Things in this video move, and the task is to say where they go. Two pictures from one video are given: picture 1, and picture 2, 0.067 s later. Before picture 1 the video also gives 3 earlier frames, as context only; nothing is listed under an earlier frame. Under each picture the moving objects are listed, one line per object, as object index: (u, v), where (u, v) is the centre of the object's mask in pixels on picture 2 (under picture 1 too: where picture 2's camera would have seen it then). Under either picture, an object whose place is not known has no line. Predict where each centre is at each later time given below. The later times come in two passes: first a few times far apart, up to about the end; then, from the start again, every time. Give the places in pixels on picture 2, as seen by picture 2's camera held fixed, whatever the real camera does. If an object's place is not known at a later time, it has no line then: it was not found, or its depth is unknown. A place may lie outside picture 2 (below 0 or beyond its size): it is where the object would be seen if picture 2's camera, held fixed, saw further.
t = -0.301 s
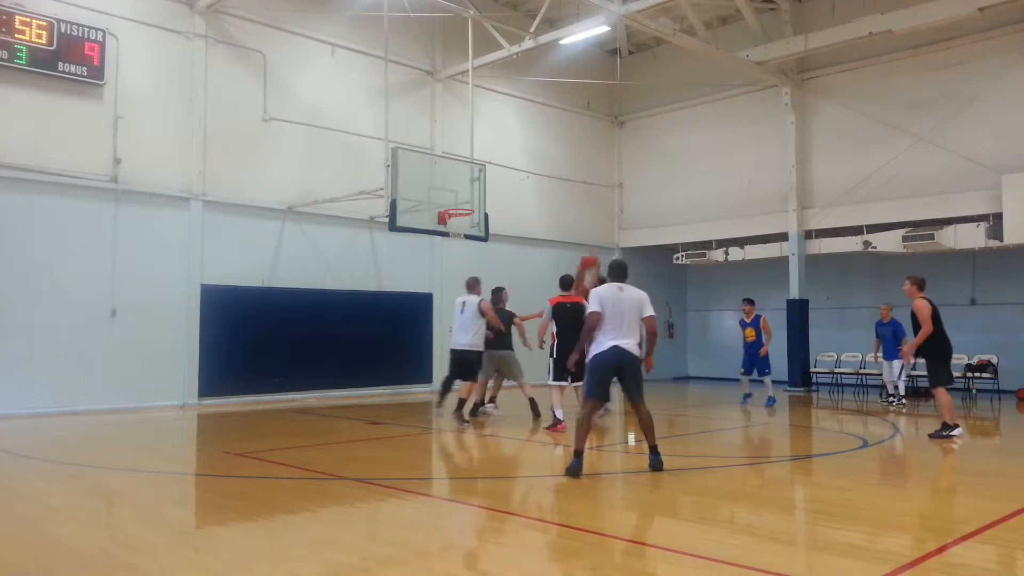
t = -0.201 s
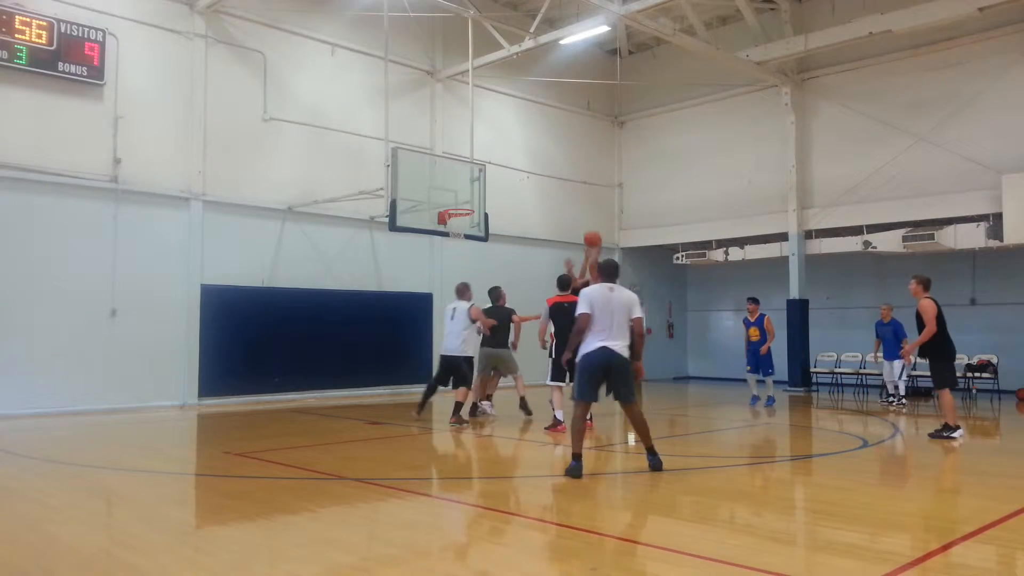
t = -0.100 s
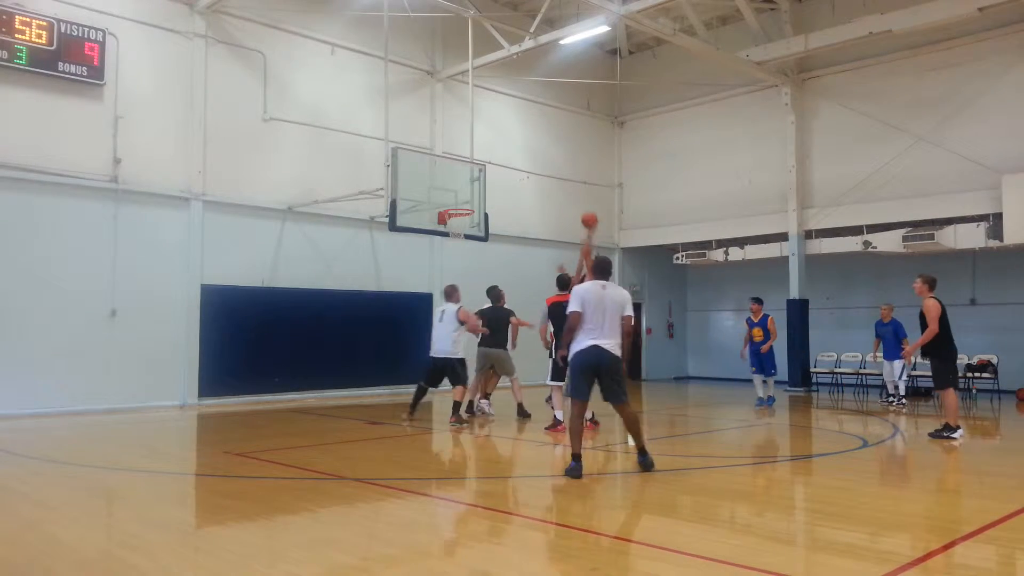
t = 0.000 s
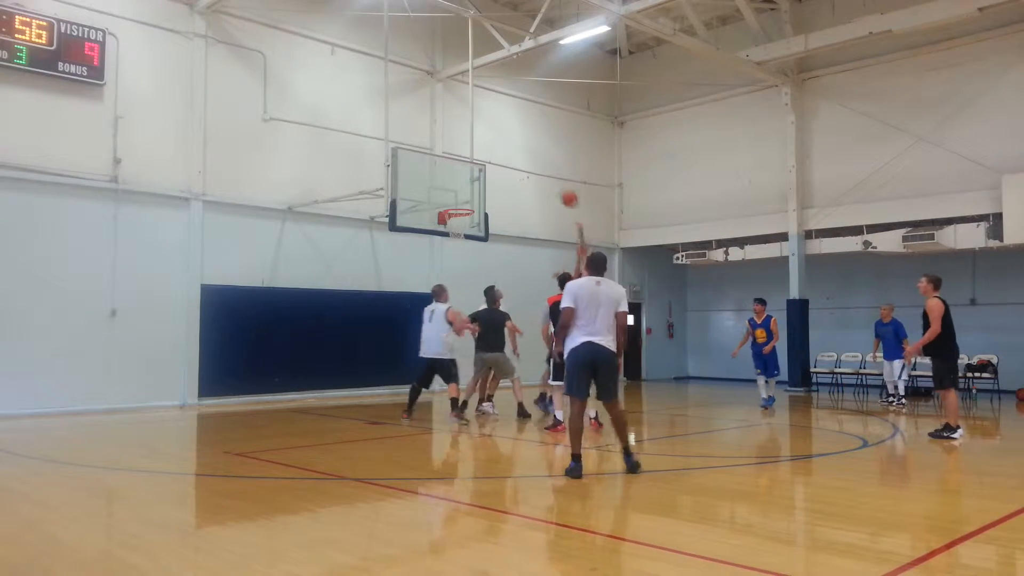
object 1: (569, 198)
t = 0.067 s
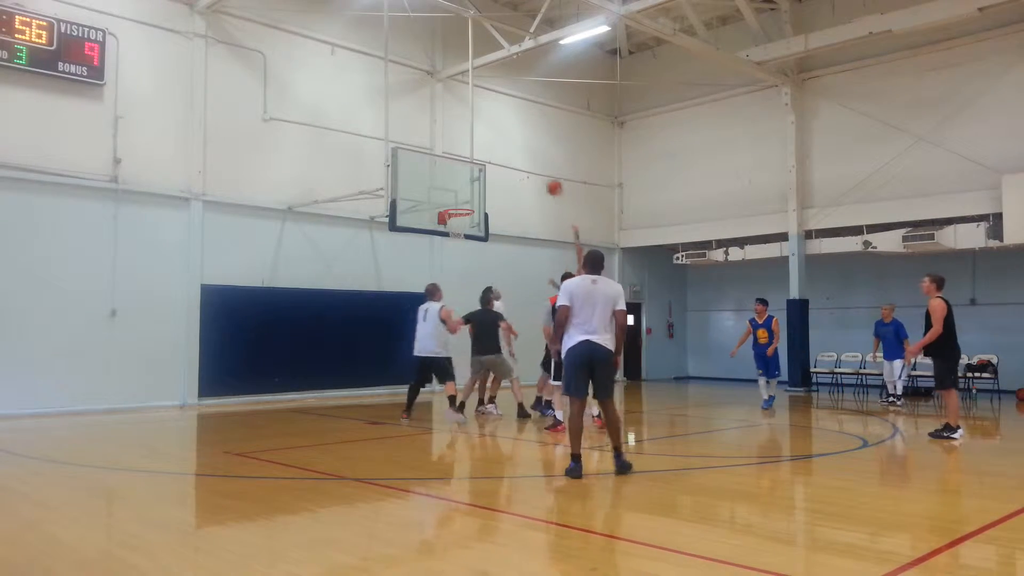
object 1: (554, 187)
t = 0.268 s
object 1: (510, 171)
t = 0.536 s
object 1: (455, 191)
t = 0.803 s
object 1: (427, 191)
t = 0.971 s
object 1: (427, 198)
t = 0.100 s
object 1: (547, 183)
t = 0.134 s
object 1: (539, 179)
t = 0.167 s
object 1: (532, 176)
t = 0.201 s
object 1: (524, 174)
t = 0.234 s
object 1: (517, 172)
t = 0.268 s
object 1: (510, 171)
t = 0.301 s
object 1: (503, 172)
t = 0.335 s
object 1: (496, 173)
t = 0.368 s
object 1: (489, 174)
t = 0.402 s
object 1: (483, 176)
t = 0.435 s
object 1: (476, 179)
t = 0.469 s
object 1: (469, 182)
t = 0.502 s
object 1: (462, 187)
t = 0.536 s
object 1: (455, 191)
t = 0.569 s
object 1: (449, 197)
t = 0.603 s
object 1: (443, 203)
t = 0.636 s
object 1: (439, 201)
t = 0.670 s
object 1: (434, 198)
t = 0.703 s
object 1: (430, 196)
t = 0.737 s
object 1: (427, 194)
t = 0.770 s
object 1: (427, 193)
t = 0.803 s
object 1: (427, 191)
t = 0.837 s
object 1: (427, 191)
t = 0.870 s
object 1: (427, 192)
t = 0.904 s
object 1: (427, 193)
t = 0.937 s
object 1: (427, 195)
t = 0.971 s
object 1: (427, 198)
